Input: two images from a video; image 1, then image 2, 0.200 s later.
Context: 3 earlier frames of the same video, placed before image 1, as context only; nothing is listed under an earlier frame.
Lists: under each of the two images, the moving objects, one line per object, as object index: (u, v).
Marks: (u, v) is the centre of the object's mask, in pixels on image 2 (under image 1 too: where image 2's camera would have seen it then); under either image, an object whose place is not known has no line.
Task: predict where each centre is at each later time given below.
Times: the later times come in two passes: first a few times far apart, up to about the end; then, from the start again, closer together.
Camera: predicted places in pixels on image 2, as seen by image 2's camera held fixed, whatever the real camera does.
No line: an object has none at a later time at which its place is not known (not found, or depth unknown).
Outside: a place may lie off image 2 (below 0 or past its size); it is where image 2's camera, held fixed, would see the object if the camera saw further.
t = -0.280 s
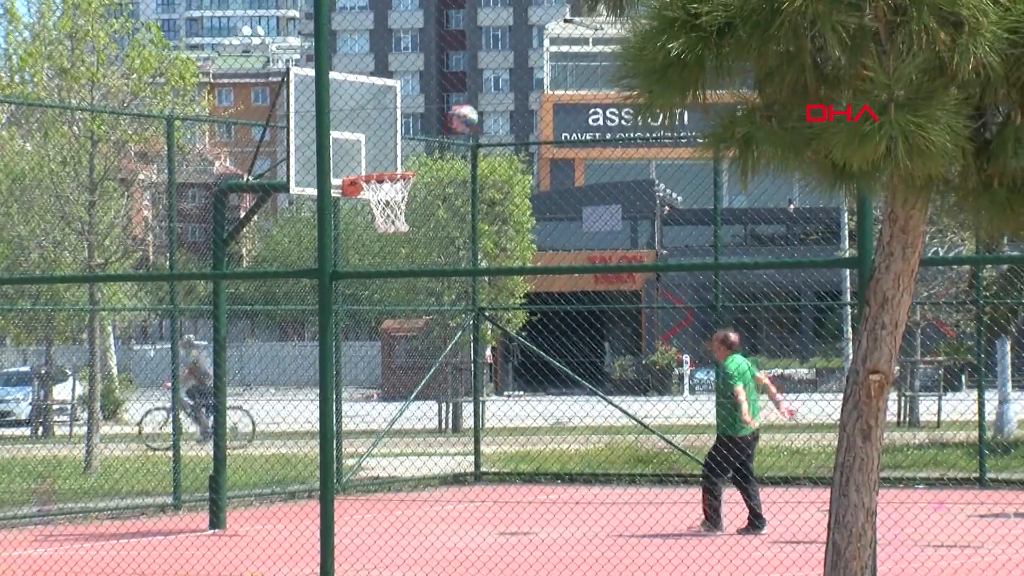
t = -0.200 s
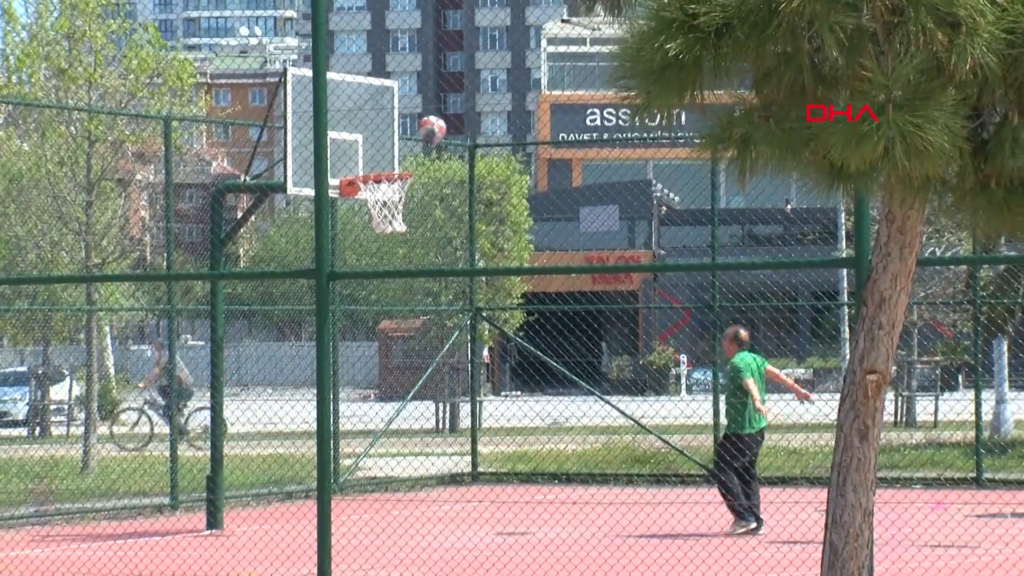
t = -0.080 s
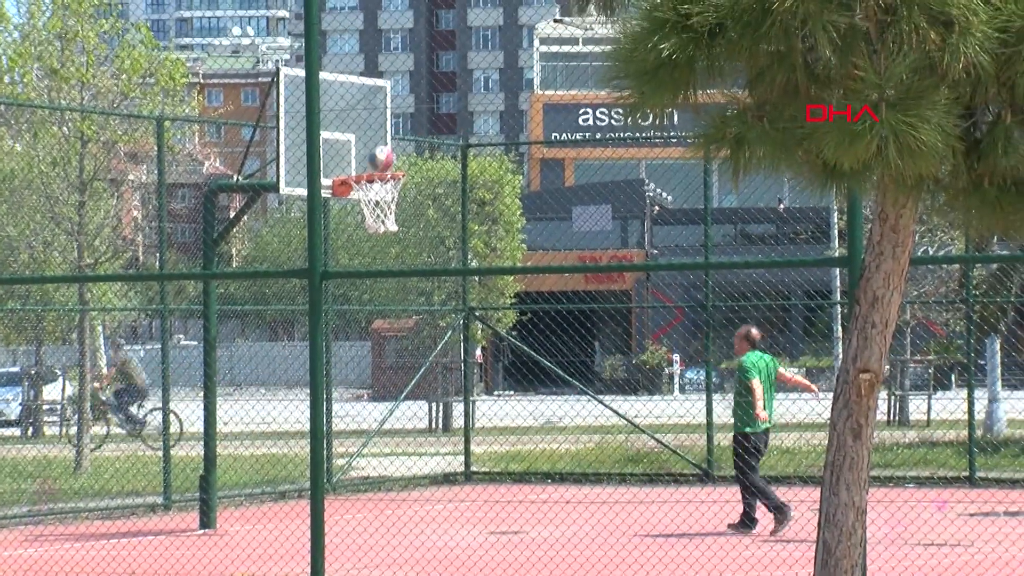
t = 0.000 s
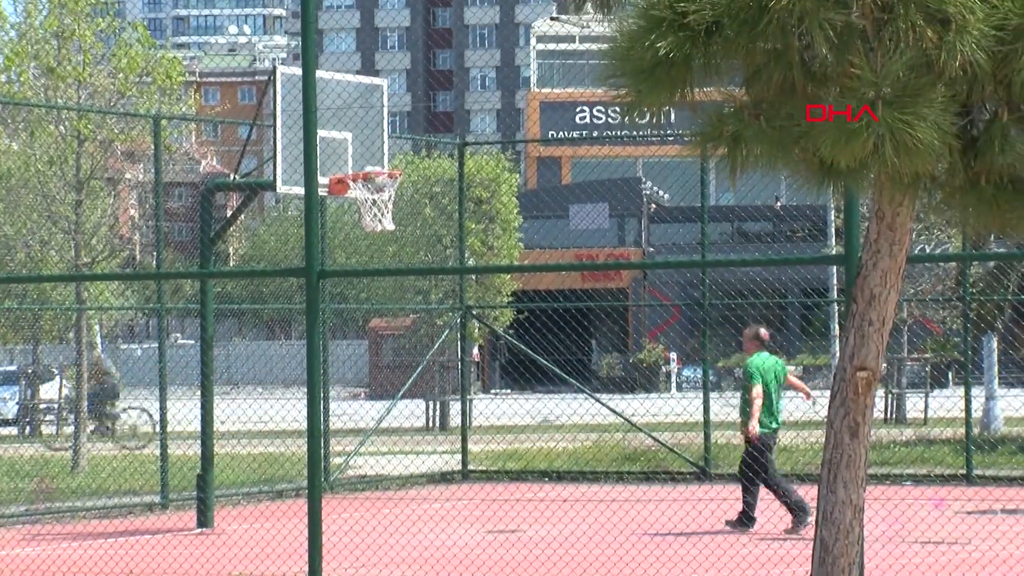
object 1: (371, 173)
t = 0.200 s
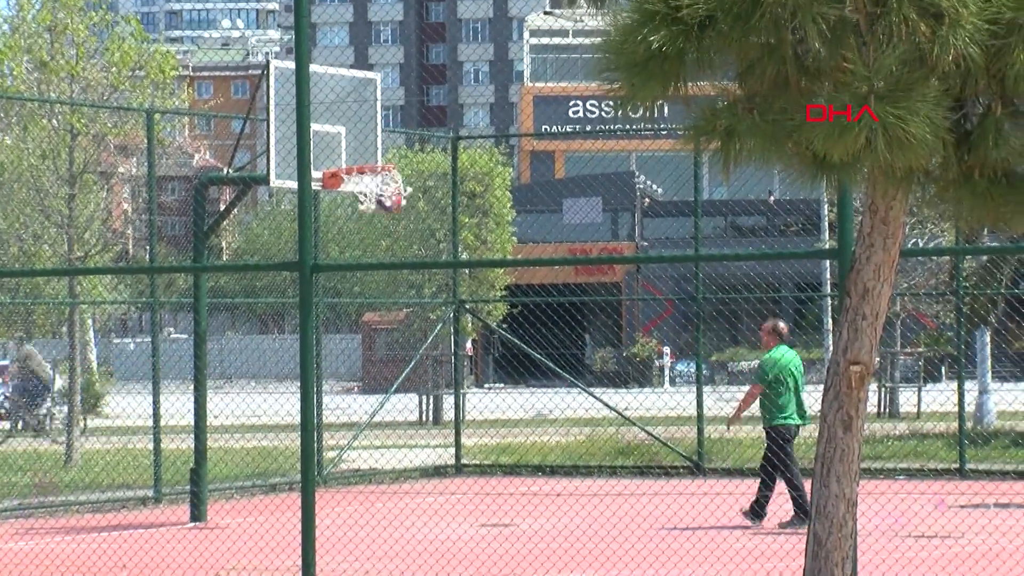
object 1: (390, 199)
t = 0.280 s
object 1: (391, 216)
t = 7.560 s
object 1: (329, 474)
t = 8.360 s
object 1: (388, 457)
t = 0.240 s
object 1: (392, 203)
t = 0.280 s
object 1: (391, 216)
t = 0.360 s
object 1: (391, 239)
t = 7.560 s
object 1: (329, 474)
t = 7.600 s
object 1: (333, 484)
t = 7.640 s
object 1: (340, 475)
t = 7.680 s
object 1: (341, 466)
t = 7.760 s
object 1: (344, 452)
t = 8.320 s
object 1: (384, 465)
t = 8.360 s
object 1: (388, 457)
